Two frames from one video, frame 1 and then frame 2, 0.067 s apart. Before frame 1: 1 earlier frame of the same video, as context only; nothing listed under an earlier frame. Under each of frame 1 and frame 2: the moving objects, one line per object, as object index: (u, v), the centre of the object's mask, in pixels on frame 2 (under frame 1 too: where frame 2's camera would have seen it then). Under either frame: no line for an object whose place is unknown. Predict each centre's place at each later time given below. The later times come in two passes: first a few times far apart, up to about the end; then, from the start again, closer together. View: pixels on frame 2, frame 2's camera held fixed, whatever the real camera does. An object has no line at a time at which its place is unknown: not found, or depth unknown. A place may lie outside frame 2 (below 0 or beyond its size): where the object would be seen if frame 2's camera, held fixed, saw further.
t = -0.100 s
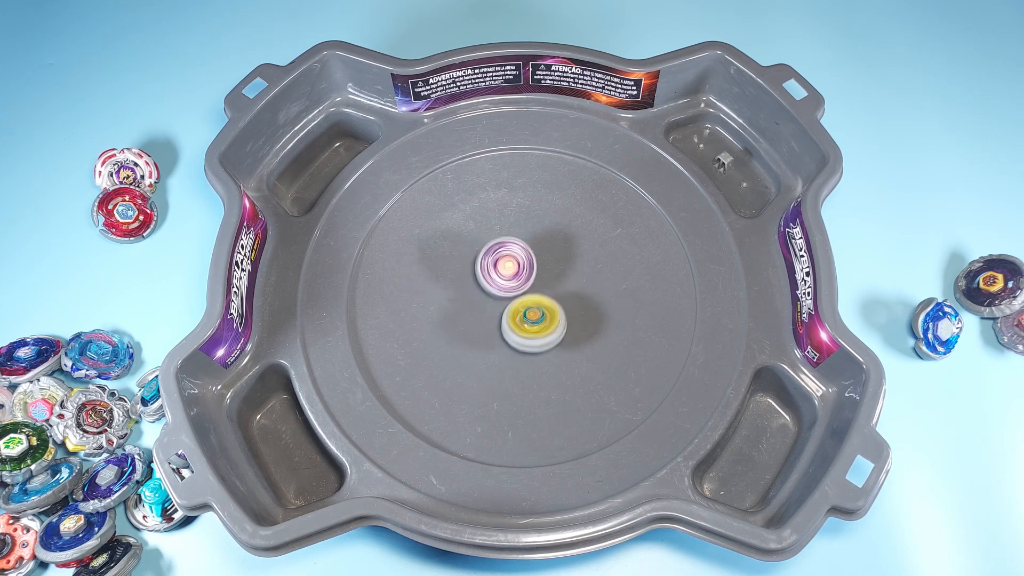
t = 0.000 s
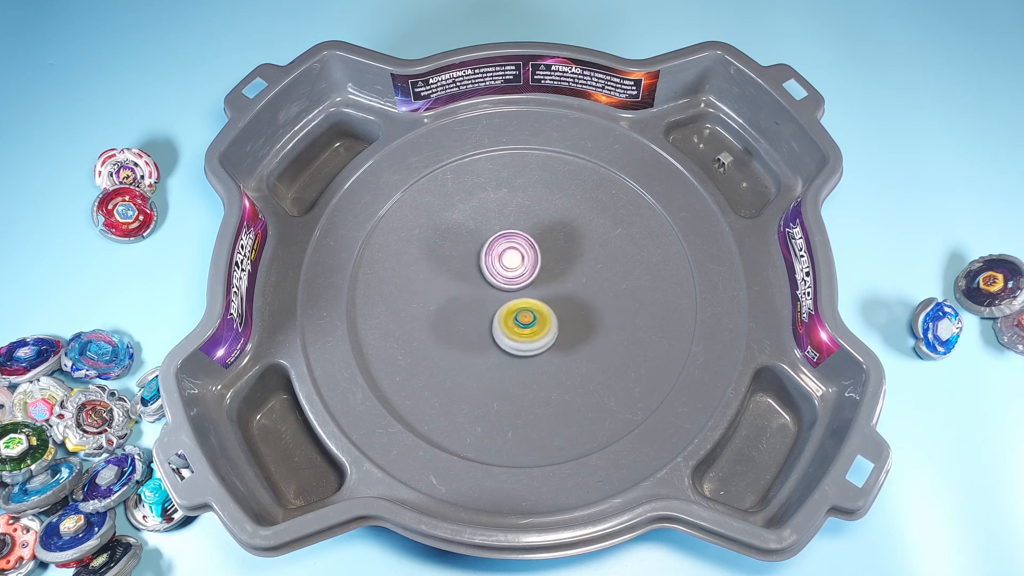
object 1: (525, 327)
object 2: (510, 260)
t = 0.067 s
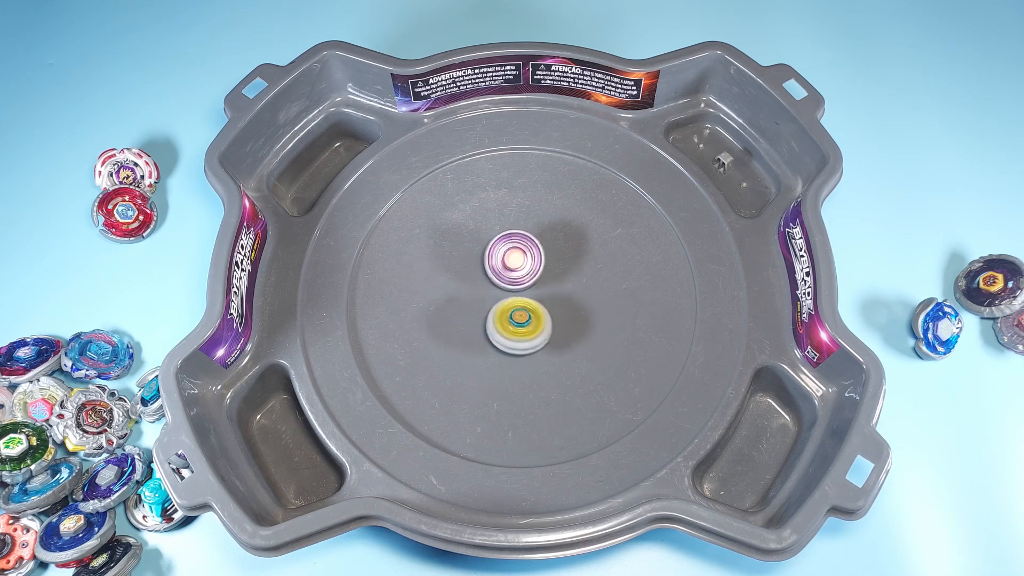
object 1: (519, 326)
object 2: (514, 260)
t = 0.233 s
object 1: (505, 318)
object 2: (526, 262)
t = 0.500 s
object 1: (489, 301)
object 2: (542, 266)
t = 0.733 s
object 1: (487, 284)
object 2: (554, 276)
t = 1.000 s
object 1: (493, 272)
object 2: (553, 292)
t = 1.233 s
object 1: (496, 269)
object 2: (546, 302)
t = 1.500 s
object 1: (498, 266)
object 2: (538, 310)
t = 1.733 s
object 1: (500, 266)
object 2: (535, 313)
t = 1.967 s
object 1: (502, 266)
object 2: (533, 316)
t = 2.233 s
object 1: (504, 266)
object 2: (533, 316)
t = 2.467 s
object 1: (506, 266)
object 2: (531, 318)
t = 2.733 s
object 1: (509, 266)
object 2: (530, 320)
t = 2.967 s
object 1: (512, 265)
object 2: (528, 320)
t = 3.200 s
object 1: (516, 265)
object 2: (525, 321)
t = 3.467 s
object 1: (521, 265)
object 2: (523, 322)
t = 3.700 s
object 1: (525, 265)
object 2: (519, 322)
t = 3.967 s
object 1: (529, 266)
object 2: (516, 321)
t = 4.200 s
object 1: (533, 267)
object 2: (514, 322)
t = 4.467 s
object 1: (533, 268)
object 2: (513, 322)
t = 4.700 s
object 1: (533, 268)
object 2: (506, 318)
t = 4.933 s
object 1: (535, 267)
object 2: (501, 318)
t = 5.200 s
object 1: (532, 268)
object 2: (503, 320)
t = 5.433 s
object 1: (529, 266)
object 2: (505, 323)
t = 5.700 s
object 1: (531, 263)
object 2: (516, 319)
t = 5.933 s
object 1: (528, 265)
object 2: (503, 333)
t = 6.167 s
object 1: (525, 260)
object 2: (501, 317)
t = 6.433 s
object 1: (527, 256)
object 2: (526, 315)
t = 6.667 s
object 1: (518, 263)
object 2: (535, 320)
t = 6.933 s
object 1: (498, 264)
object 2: (530, 317)
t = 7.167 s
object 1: (495, 262)
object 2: (525, 309)
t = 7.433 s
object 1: (509, 262)
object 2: (533, 327)
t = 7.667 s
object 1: (513, 257)
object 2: (534, 327)
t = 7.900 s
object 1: (505, 263)
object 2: (538, 324)
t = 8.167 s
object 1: (503, 264)
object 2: (536, 326)
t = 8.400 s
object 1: (511, 260)
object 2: (534, 327)
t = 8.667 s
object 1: (508, 263)
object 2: (535, 326)
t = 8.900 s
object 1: (504, 264)
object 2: (535, 326)
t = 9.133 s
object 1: (510, 262)
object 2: (535, 326)
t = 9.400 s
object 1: (508, 263)
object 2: (534, 326)
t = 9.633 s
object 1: (504, 264)
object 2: (534, 326)
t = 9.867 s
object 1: (506, 264)
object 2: (534, 326)
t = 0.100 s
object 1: (516, 324)
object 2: (516, 260)
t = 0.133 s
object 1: (513, 323)
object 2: (518, 261)
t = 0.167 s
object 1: (510, 320)
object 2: (521, 262)
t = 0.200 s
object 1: (507, 320)
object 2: (523, 261)
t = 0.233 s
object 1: (505, 318)
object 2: (526, 262)
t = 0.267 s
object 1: (502, 316)
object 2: (529, 260)
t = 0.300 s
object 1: (500, 314)
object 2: (532, 261)
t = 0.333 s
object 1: (497, 312)
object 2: (533, 262)
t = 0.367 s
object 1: (495, 310)
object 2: (536, 261)
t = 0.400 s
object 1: (494, 307)
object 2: (538, 262)
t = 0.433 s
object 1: (492, 305)
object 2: (539, 264)
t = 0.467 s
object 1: (491, 303)
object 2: (541, 265)
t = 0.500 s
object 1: (489, 301)
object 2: (542, 266)
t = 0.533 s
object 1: (486, 299)
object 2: (549, 266)
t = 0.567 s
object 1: (487, 296)
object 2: (551, 268)
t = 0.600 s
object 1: (487, 294)
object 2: (550, 269)
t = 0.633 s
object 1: (487, 291)
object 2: (550, 271)
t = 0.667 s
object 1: (488, 289)
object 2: (550, 272)
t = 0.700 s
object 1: (487, 287)
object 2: (552, 274)
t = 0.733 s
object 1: (487, 284)
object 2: (554, 276)
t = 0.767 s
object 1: (488, 283)
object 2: (552, 277)
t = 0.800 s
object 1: (489, 281)
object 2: (552, 279)
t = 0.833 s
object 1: (490, 279)
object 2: (553, 281)
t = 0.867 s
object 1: (491, 277)
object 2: (553, 283)
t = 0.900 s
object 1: (492, 275)
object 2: (553, 286)
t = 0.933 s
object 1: (492, 274)
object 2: (554, 288)
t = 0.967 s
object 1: (493, 273)
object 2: (552, 290)
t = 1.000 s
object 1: (493, 272)
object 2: (553, 292)
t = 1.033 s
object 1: (494, 271)
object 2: (552, 293)
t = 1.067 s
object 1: (494, 271)
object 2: (551, 295)
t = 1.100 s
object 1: (495, 270)
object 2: (550, 296)
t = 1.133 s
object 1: (495, 270)
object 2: (549, 298)
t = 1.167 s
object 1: (496, 269)
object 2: (548, 299)
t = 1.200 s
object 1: (496, 269)
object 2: (547, 301)
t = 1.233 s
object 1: (496, 269)
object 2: (546, 302)
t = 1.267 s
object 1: (496, 268)
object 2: (545, 303)
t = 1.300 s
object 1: (497, 268)
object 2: (544, 304)
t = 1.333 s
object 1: (497, 268)
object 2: (543, 306)
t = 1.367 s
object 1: (498, 267)
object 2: (542, 307)
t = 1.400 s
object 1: (497, 267)
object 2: (542, 308)
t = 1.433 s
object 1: (498, 266)
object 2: (540, 309)
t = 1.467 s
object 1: (498, 267)
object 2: (539, 309)
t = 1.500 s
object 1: (498, 266)
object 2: (538, 310)
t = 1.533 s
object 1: (498, 265)
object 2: (538, 312)
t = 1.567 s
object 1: (499, 265)
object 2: (536, 312)
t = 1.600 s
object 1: (499, 266)
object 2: (536, 311)
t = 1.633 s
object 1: (499, 266)
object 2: (536, 312)
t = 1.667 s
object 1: (499, 265)
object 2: (536, 313)
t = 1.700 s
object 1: (500, 266)
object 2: (535, 313)
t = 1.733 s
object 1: (500, 266)
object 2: (535, 313)
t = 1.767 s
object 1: (500, 266)
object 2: (535, 313)
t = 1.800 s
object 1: (501, 266)
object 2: (534, 315)
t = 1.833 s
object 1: (501, 266)
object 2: (533, 315)
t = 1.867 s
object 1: (502, 266)
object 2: (533, 315)
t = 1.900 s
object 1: (502, 266)
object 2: (533, 315)
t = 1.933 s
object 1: (502, 266)
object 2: (532, 315)
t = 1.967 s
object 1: (502, 266)
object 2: (533, 316)
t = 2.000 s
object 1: (502, 265)
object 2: (532, 315)
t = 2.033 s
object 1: (502, 265)
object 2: (533, 316)
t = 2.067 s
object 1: (502, 265)
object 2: (532, 316)
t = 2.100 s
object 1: (502, 266)
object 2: (533, 316)
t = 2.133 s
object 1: (503, 265)
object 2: (533, 316)
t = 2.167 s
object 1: (503, 266)
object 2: (533, 316)
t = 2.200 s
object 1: (503, 266)
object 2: (533, 316)
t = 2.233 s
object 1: (504, 266)
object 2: (533, 316)
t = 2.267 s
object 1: (504, 266)
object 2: (532, 317)
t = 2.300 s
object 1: (505, 266)
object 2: (532, 317)
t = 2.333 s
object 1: (505, 266)
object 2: (531, 317)
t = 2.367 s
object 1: (505, 266)
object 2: (531, 318)
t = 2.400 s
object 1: (506, 266)
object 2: (531, 317)
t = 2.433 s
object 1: (506, 266)
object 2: (531, 318)
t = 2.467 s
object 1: (506, 266)
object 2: (531, 318)
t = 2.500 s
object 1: (507, 266)
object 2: (531, 319)
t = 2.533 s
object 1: (507, 266)
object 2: (530, 318)
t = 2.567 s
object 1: (508, 265)
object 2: (531, 319)
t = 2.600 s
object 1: (508, 266)
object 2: (530, 319)
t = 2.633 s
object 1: (508, 266)
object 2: (530, 319)
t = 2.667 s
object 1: (508, 266)
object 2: (530, 319)
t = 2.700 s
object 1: (509, 266)
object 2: (531, 319)
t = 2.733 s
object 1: (509, 266)
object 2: (530, 320)
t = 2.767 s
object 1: (510, 265)
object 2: (529, 319)
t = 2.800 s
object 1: (510, 265)
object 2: (529, 320)
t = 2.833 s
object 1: (511, 265)
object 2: (528, 320)
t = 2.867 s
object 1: (511, 265)
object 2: (528, 320)
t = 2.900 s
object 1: (512, 265)
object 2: (528, 320)
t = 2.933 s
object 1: (512, 265)
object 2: (528, 320)
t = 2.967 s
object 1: (512, 265)
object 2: (528, 320)
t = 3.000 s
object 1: (513, 265)
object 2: (528, 320)
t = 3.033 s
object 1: (513, 265)
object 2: (527, 320)
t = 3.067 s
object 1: (514, 265)
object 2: (527, 320)
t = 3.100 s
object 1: (515, 265)
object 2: (526, 321)
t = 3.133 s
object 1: (515, 265)
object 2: (526, 321)
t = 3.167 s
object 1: (516, 265)
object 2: (525, 321)
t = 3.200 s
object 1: (516, 265)
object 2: (525, 321)
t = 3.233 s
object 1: (517, 265)
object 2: (525, 322)
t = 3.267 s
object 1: (517, 265)
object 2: (524, 321)
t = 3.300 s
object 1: (518, 265)
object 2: (524, 322)
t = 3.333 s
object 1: (519, 265)
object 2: (524, 322)
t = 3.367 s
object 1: (520, 265)
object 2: (523, 322)
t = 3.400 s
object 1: (520, 265)
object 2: (522, 322)
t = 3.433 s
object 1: (520, 265)
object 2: (522, 322)
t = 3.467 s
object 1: (521, 265)
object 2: (523, 322)
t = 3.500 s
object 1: (521, 265)
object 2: (522, 322)
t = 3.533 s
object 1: (522, 265)
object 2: (521, 322)
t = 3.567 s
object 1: (523, 265)
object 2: (521, 322)
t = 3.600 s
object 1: (524, 265)
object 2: (521, 322)
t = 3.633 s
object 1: (524, 265)
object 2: (520, 323)
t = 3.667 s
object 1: (524, 265)
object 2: (519, 322)
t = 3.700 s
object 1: (525, 265)
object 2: (519, 322)
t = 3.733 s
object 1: (526, 265)
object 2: (518, 322)
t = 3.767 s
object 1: (526, 265)
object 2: (518, 322)
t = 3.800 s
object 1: (526, 265)
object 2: (517, 322)
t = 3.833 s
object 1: (527, 265)
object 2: (517, 321)
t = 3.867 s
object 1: (528, 265)
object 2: (517, 321)
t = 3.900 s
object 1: (528, 266)
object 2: (517, 321)
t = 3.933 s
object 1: (529, 266)
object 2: (517, 321)
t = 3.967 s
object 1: (529, 266)
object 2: (516, 321)
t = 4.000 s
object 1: (530, 266)
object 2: (516, 321)
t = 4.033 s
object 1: (530, 266)
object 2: (516, 321)
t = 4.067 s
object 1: (531, 266)
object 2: (516, 322)
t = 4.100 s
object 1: (531, 266)
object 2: (515, 322)
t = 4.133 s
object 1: (532, 266)
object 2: (515, 322)
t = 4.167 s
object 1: (532, 267)
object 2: (514, 322)
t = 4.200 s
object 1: (533, 267)
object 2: (514, 322)
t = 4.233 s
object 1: (533, 267)
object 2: (515, 322)
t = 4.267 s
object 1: (533, 267)
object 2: (514, 322)
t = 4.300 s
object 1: (533, 267)
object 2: (514, 322)
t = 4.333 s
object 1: (533, 267)
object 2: (515, 322)
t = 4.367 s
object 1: (533, 267)
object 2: (514, 322)
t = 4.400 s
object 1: (533, 267)
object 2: (514, 322)
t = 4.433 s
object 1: (533, 268)
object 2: (514, 322)
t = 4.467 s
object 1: (533, 268)
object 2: (513, 322)
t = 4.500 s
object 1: (533, 268)
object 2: (512, 321)
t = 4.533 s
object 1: (534, 268)
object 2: (510, 322)
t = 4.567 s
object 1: (534, 268)
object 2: (508, 320)
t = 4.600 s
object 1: (533, 268)
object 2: (506, 319)
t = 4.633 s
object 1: (533, 267)
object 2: (506, 320)
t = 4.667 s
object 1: (534, 267)
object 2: (506, 319)
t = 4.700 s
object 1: (533, 268)
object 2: (506, 318)
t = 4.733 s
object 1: (533, 267)
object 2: (506, 318)
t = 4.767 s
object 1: (533, 267)
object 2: (506, 317)
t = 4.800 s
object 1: (534, 266)
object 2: (505, 317)
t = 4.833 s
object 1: (535, 266)
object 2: (506, 317)
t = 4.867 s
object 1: (535, 266)
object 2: (504, 319)
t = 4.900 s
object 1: (535, 267)
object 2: (502, 319)
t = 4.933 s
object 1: (535, 267)
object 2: (501, 318)
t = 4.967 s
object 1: (535, 267)
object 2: (502, 317)
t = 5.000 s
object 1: (535, 267)
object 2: (503, 318)
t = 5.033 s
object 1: (535, 268)
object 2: (503, 320)
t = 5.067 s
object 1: (534, 268)
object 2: (504, 320)
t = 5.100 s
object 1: (533, 268)
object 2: (505, 320)
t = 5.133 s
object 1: (532, 268)
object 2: (504, 320)
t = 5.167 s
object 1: (531, 268)
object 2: (503, 319)
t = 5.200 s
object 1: (532, 268)
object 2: (503, 320)
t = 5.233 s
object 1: (531, 269)
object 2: (502, 320)
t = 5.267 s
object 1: (530, 270)
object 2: (502, 321)
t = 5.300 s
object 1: (528, 269)
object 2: (503, 321)
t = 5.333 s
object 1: (528, 268)
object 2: (505, 320)
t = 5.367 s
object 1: (528, 267)
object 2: (505, 321)
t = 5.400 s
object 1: (529, 266)
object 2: (505, 323)
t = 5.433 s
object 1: (529, 266)
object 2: (505, 323)
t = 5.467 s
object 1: (528, 266)
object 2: (506, 323)
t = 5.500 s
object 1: (528, 265)
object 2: (506, 322)
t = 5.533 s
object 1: (528, 263)
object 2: (508, 320)
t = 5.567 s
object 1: (529, 263)
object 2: (511, 319)
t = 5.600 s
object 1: (530, 263)
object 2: (515, 316)
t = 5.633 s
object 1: (530, 263)
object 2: (516, 317)
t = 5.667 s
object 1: (529, 263)
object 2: (518, 317)
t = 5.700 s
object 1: (531, 263)
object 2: (516, 319)
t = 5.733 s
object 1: (532, 263)
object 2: (513, 324)
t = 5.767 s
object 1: (533, 264)
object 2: (511, 327)
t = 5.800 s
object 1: (532, 266)
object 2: (511, 330)
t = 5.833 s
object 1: (530, 267)
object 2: (507, 332)
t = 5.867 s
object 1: (528, 267)
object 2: (506, 334)
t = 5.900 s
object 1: (527, 266)
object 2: (505, 335)
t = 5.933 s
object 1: (528, 265)
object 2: (503, 333)
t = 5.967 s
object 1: (527, 267)
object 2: (501, 330)
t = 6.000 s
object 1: (526, 268)
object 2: (498, 330)
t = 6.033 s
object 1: (523, 268)
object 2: (499, 328)
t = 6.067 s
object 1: (521, 266)
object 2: (500, 324)
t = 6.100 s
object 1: (521, 265)
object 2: (500, 318)
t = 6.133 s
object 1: (523, 263)
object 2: (499, 316)
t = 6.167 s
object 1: (525, 260)
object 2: (501, 317)
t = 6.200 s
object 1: (526, 259)
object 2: (504, 315)
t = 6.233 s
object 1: (528, 258)
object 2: (506, 313)
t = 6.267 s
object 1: (528, 257)
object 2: (508, 313)
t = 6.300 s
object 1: (527, 257)
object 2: (512, 313)
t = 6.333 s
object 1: (527, 256)
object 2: (517, 311)
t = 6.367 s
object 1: (527, 255)
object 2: (519, 311)
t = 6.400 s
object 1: (527, 256)
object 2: (522, 313)
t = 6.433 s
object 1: (527, 256)
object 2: (526, 315)
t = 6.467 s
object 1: (526, 257)
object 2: (530, 315)
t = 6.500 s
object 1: (526, 258)
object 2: (532, 316)
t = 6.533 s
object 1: (524, 259)
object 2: (530, 317)
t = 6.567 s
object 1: (524, 260)
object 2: (529, 319)
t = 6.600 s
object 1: (522, 262)
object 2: (530, 321)
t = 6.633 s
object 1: (520, 262)
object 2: (533, 321)
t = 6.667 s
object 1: (518, 263)
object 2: (535, 320)
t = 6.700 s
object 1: (516, 264)
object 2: (535, 318)
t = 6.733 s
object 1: (513, 264)
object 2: (533, 318)
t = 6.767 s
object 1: (509, 263)
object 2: (531, 319)
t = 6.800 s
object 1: (506, 263)
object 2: (530, 321)
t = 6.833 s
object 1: (504, 263)
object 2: (530, 323)
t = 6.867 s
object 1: (502, 264)
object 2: (531, 323)
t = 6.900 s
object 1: (499, 263)
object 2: (531, 320)
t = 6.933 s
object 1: (498, 264)
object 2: (530, 317)
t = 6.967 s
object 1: (496, 263)
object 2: (529, 314)
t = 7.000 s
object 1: (495, 263)
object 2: (530, 312)
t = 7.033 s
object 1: (495, 262)
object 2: (530, 312)
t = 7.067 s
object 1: (495, 262)
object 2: (528, 311)
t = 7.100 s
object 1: (495, 262)
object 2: (526, 308)
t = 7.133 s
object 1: (495, 261)
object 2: (525, 307)
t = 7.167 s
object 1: (495, 262)
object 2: (525, 309)
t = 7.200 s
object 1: (497, 261)
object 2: (526, 314)
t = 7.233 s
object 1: (499, 262)
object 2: (529, 319)
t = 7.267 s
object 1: (501, 263)
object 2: (531, 322)
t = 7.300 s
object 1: (503, 263)
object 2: (532, 324)
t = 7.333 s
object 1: (504, 263)
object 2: (533, 326)
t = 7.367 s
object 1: (506, 263)
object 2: (534, 327)
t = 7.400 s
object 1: (507, 263)
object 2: (534, 327)
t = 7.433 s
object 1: (509, 262)
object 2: (533, 327)
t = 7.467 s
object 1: (510, 261)
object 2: (533, 327)
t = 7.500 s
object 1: (511, 260)
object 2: (533, 327)
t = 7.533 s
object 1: (512, 258)
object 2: (534, 327)
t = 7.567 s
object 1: (513, 257)
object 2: (534, 327)
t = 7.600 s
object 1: (513, 256)
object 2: (534, 327)
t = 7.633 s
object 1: (513, 256)
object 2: (534, 327)
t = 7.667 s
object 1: (513, 257)
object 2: (534, 327)
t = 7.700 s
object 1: (513, 257)
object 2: (535, 327)
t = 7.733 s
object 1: (512, 259)
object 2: (535, 326)
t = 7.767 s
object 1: (511, 260)
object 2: (536, 326)
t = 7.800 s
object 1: (510, 261)
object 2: (536, 326)
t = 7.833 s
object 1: (509, 262)
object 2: (537, 325)
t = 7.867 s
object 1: (507, 263)
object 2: (537, 325)
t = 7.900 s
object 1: (505, 263)
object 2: (538, 324)
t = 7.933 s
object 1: (504, 264)
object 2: (539, 324)
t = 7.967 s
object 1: (502, 264)
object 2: (539, 324)
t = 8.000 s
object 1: (502, 263)
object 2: (539, 324)
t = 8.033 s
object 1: (501, 263)
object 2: (538, 325)
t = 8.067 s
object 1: (501, 263)
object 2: (537, 325)
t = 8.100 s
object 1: (501, 263)
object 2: (536, 325)
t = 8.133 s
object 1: (502, 263)
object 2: (536, 326)
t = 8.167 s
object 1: (503, 264)
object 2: (536, 326)
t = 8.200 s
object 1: (504, 264)
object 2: (535, 326)
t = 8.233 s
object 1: (506, 264)
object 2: (535, 326)
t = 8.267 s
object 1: (507, 263)
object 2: (535, 326)
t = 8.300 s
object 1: (508, 263)
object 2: (535, 326)
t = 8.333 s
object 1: (510, 262)
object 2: (535, 326)
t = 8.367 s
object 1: (511, 261)
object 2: (534, 327)
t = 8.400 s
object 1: (511, 260)
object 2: (534, 327)
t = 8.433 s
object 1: (512, 260)
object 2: (534, 327)
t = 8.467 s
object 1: (512, 260)
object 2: (534, 327)
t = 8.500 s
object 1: (512, 260)
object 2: (535, 327)
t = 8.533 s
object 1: (511, 260)
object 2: (535, 327)
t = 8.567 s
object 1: (511, 261)
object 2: (535, 327)
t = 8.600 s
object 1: (510, 262)
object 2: (535, 326)
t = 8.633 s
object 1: (509, 262)
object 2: (535, 326)
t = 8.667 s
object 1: (508, 263)
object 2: (535, 326)
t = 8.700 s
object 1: (507, 263)
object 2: (535, 326)
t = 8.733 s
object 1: (506, 264)
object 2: (535, 326)
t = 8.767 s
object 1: (505, 264)
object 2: (535, 326)
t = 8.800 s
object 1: (504, 264)
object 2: (534, 325)
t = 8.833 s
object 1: (503, 264)
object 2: (535, 326)
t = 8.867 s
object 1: (503, 264)
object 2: (535, 326)
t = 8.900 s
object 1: (504, 264)
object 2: (535, 326)
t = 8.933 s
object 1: (505, 264)
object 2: (534, 326)
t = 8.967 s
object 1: (506, 264)
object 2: (534, 326)
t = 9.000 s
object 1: (507, 264)
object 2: (534, 326)
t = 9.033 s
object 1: (507, 263)
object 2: (534, 326)
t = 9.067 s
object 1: (508, 263)
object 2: (534, 326)
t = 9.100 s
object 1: (510, 262)
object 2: (535, 326)
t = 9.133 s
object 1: (510, 262)
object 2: (535, 326)
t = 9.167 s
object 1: (511, 261)
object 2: (534, 326)
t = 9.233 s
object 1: (511, 262)
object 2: (534, 326)
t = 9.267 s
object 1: (510, 262)
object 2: (534, 326)
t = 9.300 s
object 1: (509, 262)
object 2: (534, 326)
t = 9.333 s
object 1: (509, 263)
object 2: (534, 326)
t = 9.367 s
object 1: (508, 263)
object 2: (534, 326)
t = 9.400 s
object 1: (508, 263)
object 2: (534, 326)
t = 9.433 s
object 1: (507, 264)
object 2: (534, 326)
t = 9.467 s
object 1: (507, 264)
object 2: (534, 326)
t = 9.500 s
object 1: (506, 264)
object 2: (534, 326)
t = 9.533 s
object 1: (506, 264)
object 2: (534, 326)
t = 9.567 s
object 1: (505, 264)
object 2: (534, 326)
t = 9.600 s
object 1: (504, 264)
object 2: (534, 326)
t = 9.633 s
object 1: (504, 264)
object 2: (534, 326)
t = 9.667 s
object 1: (505, 264)
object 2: (534, 326)
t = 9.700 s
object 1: (505, 264)
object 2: (534, 326)
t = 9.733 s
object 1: (506, 264)
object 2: (534, 326)
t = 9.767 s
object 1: (506, 264)
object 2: (534, 326)
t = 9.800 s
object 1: (506, 264)
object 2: (534, 326)
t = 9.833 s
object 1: (506, 264)
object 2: (534, 326)
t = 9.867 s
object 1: (506, 264)
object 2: (534, 326)
